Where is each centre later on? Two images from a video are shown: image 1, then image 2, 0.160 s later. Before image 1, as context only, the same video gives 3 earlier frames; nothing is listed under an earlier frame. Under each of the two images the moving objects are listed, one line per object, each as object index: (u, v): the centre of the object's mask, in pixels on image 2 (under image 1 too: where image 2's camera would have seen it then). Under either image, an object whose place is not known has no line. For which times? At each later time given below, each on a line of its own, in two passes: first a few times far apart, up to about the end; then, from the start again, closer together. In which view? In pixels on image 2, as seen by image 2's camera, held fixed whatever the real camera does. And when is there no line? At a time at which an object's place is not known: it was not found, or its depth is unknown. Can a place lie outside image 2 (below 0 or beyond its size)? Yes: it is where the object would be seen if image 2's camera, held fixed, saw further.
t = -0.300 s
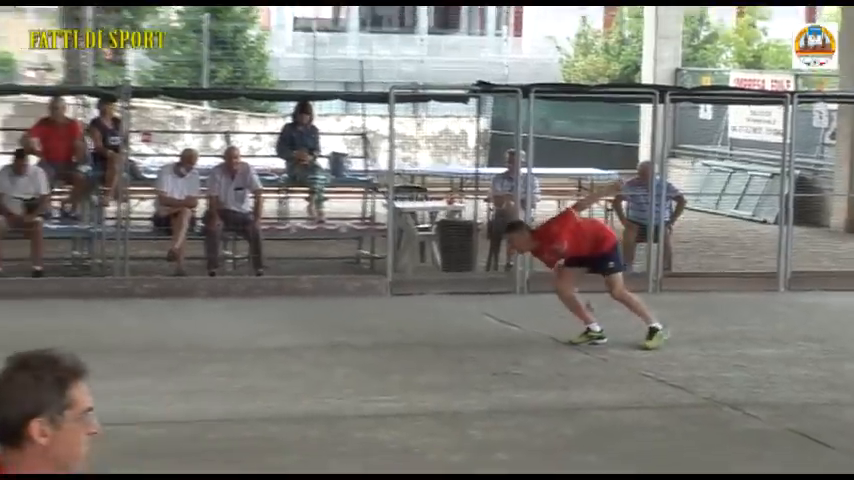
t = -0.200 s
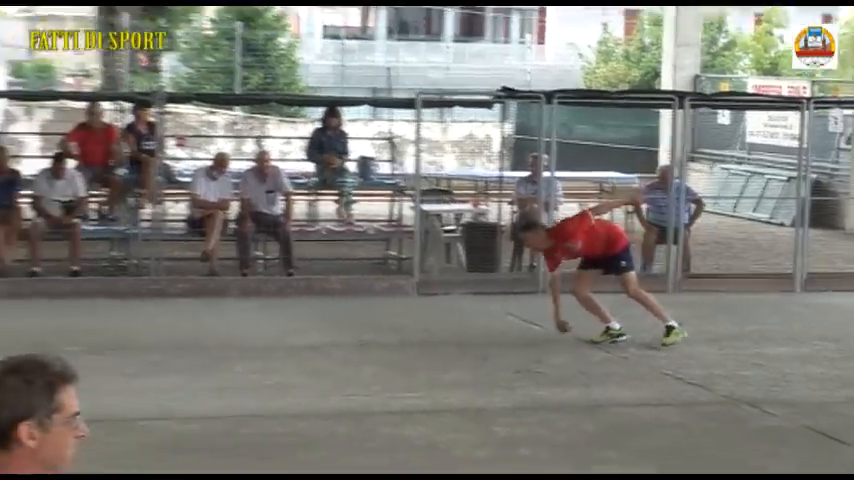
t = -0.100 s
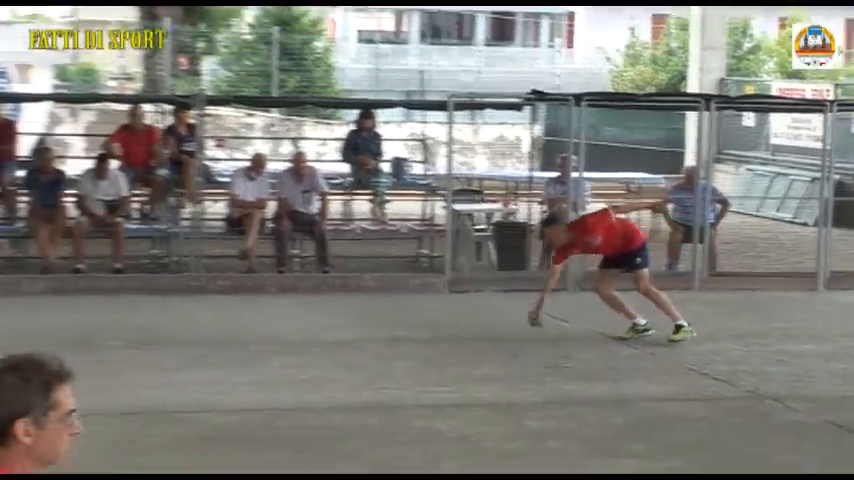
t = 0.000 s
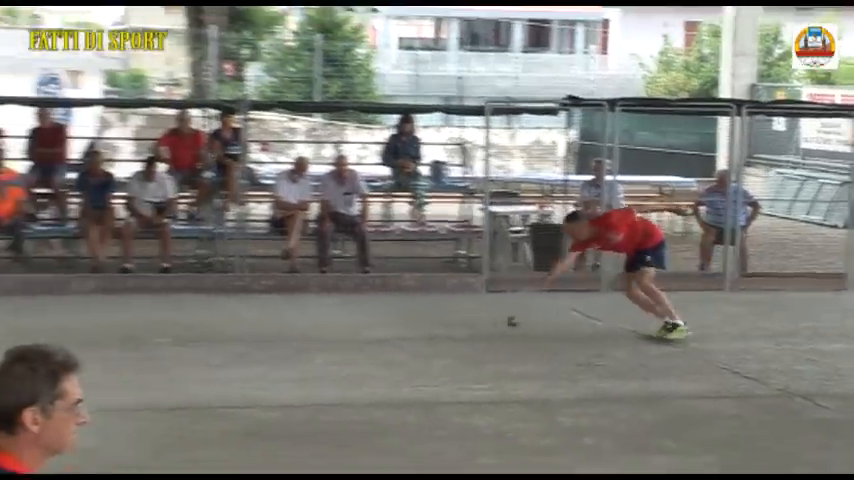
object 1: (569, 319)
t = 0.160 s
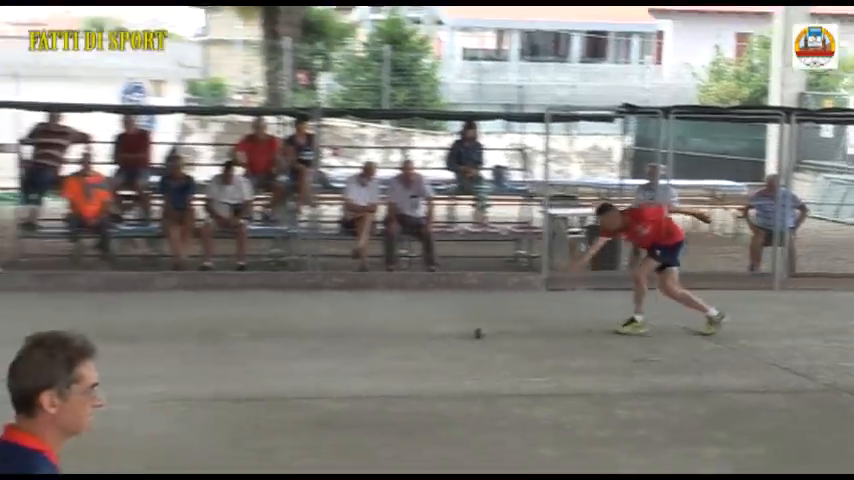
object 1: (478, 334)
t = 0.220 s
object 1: (447, 335)
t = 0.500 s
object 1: (326, 337)
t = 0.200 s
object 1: (458, 334)
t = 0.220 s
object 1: (447, 335)
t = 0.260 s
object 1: (428, 336)
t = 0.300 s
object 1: (410, 336)
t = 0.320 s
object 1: (401, 336)
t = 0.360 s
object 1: (383, 336)
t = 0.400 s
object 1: (366, 336)
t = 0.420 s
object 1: (358, 336)
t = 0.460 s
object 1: (342, 336)
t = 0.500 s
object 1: (326, 337)
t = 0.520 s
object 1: (319, 337)
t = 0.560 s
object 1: (304, 338)
